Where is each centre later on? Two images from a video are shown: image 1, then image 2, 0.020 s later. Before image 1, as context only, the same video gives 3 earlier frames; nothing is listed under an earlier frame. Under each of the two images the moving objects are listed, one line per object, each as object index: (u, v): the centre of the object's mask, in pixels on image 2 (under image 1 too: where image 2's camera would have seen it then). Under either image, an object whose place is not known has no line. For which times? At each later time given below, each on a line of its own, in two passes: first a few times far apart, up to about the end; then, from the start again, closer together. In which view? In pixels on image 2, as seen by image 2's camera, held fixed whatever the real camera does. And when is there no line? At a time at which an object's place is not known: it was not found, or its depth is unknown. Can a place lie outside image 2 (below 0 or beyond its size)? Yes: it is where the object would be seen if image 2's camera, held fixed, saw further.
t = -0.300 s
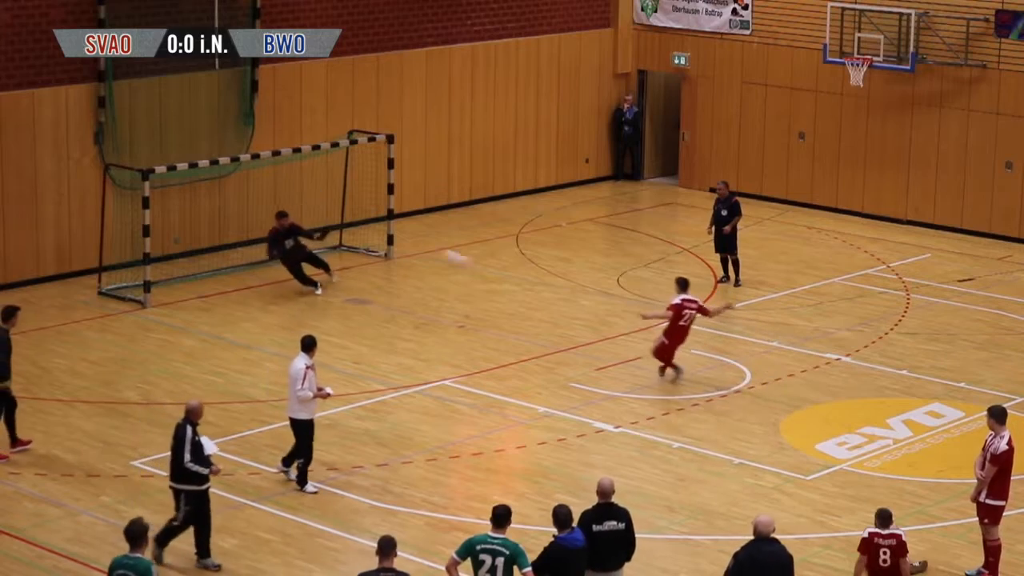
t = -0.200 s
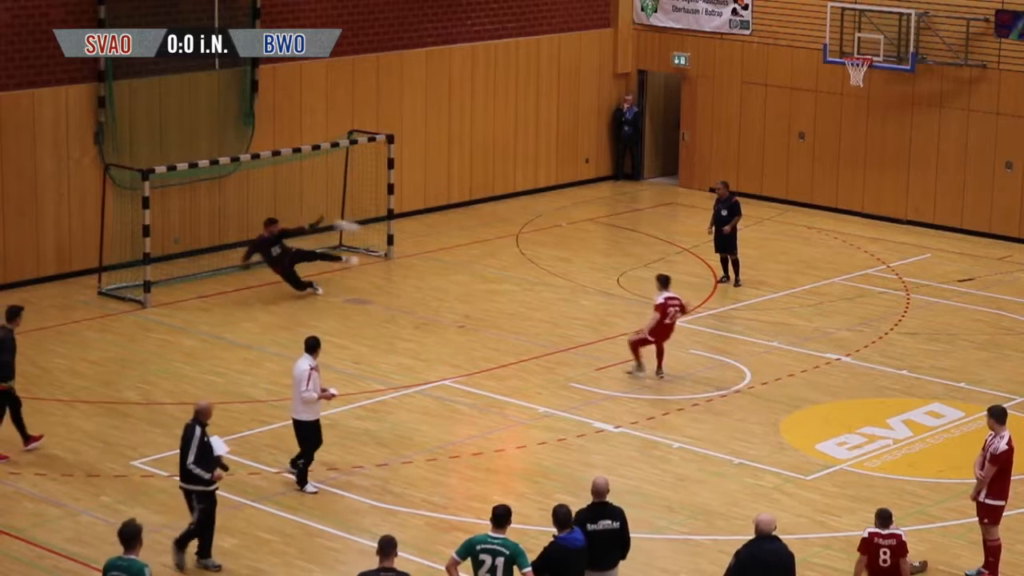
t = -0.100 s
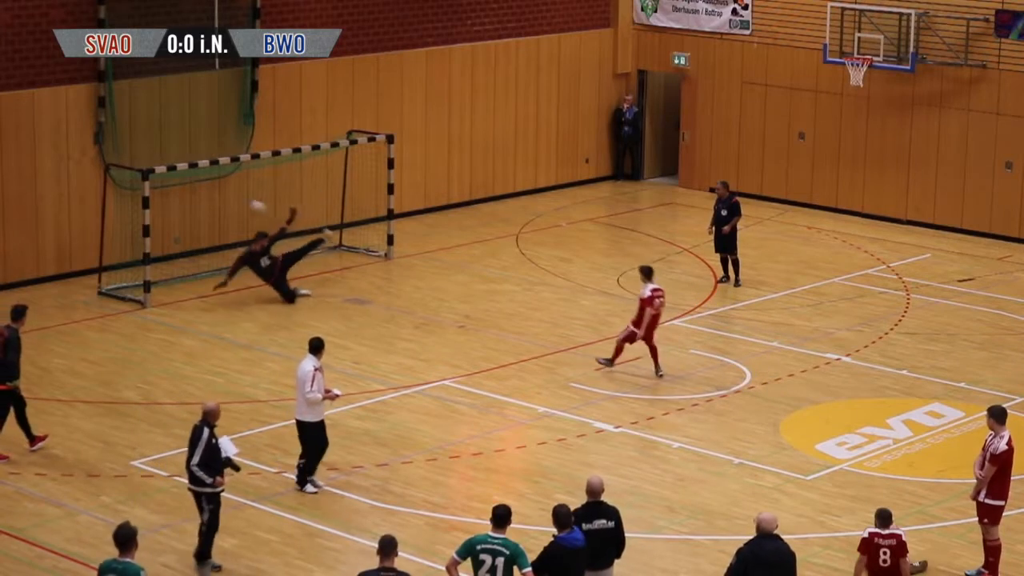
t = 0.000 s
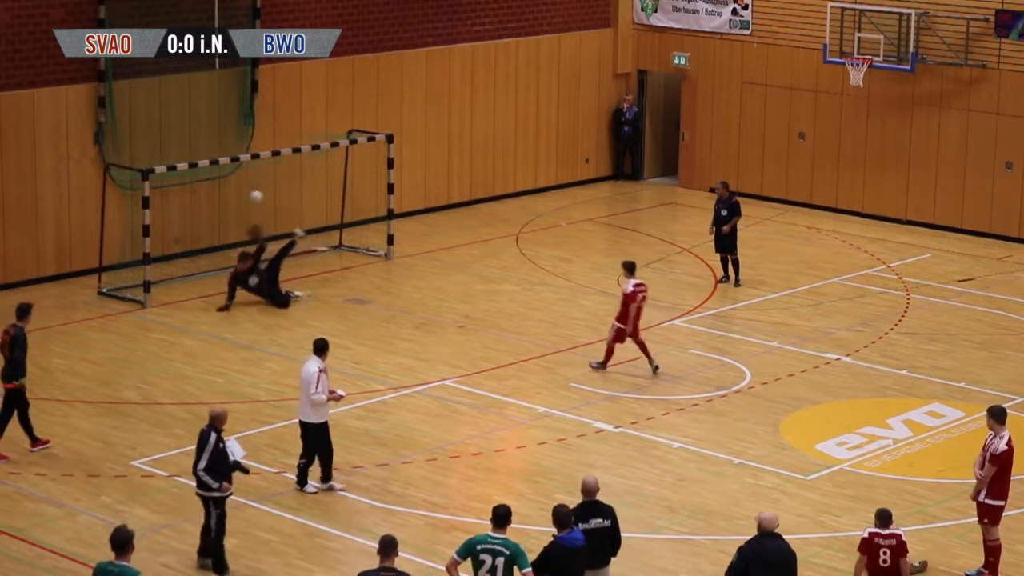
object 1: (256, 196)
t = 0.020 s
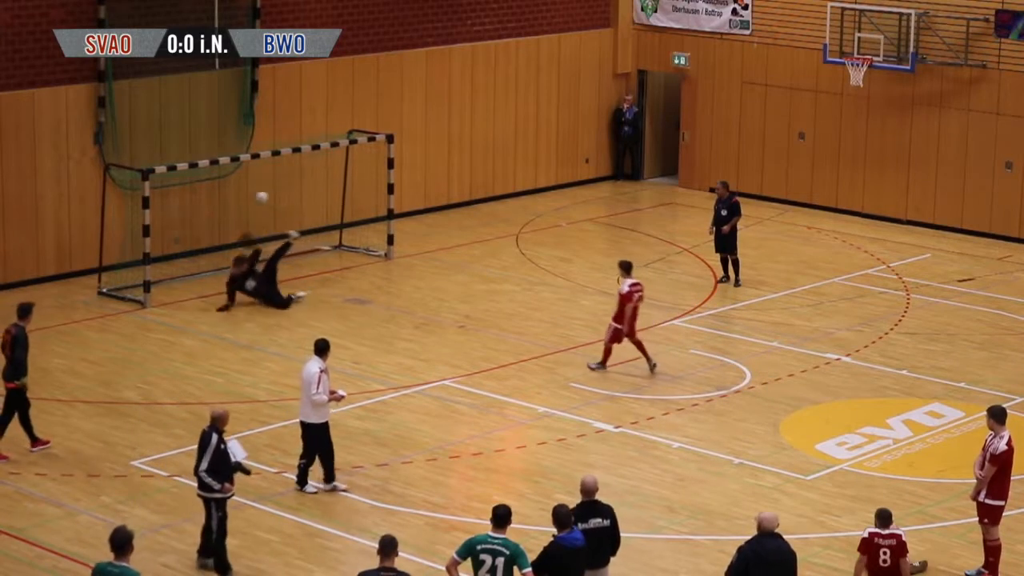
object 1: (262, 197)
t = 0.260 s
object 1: (326, 227)
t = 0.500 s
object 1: (383, 246)
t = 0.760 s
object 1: (432, 233)
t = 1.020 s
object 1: (482, 261)
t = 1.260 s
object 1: (527, 261)
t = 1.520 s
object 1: (575, 271)
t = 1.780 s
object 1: (624, 281)
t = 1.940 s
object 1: (653, 284)
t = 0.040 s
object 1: (267, 198)
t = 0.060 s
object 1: (272, 199)
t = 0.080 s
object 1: (278, 201)
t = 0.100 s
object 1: (284, 203)
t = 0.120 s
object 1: (289, 205)
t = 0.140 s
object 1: (294, 208)
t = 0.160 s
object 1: (300, 211)
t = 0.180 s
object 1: (306, 214)
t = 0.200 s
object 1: (310, 216)
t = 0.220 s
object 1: (316, 219)
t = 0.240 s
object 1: (321, 224)
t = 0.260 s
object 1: (326, 227)
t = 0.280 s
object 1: (332, 230)
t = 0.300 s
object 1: (338, 236)
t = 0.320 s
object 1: (343, 240)
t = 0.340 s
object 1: (349, 245)
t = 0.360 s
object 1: (353, 249)
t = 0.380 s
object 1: (359, 254)
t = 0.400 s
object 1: (364, 260)
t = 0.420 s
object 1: (369, 257)
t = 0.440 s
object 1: (372, 253)
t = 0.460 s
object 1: (377, 250)
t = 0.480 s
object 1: (380, 247)
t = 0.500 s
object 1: (383, 246)
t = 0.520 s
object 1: (388, 243)
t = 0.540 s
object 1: (391, 241)
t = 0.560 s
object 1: (395, 238)
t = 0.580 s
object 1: (399, 237)
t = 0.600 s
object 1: (403, 235)
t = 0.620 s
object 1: (406, 234)
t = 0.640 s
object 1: (410, 234)
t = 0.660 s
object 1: (414, 233)
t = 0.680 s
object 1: (417, 233)
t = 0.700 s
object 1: (421, 232)
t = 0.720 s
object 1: (425, 232)
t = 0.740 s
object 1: (429, 233)
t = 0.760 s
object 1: (432, 233)
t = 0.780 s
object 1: (436, 234)
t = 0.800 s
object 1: (440, 234)
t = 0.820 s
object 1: (444, 236)
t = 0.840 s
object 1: (448, 238)
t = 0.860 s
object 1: (452, 240)
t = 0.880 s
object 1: (455, 241)
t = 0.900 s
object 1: (459, 243)
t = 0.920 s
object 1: (464, 245)
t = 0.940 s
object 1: (467, 248)
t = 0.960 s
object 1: (471, 251)
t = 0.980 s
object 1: (474, 254)
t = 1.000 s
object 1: (479, 257)
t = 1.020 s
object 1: (482, 261)
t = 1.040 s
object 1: (486, 266)
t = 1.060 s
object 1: (490, 270)
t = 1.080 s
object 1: (493, 277)
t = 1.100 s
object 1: (497, 276)
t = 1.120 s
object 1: (500, 274)
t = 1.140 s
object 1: (503, 272)
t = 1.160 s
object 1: (505, 268)
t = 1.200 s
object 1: (516, 263)
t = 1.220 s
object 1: (519, 262)
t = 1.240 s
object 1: (523, 262)
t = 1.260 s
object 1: (527, 261)
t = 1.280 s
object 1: (531, 261)
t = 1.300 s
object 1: (534, 260)
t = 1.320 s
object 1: (539, 260)
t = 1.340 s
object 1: (542, 260)
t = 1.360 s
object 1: (545, 261)
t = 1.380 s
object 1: (550, 261)
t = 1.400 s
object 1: (553, 261)
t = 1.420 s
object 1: (557, 262)
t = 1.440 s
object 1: (561, 264)
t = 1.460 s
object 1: (565, 266)
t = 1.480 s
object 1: (568, 268)
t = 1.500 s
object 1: (571, 269)
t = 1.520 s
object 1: (575, 271)
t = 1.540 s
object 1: (580, 273)
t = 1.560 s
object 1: (583, 276)
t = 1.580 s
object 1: (587, 279)
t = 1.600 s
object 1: (590, 282)
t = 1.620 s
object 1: (595, 286)
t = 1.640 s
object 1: (598, 292)
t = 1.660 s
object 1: (602, 290)
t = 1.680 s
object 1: (606, 288)
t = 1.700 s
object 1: (608, 286)
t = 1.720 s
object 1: (613, 283)
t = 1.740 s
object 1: (616, 283)
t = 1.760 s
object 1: (621, 282)
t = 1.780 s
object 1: (624, 281)
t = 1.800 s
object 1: (626, 280)
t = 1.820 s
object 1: (631, 280)
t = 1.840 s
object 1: (635, 279)
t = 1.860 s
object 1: (641, 279)
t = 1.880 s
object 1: (644, 281)
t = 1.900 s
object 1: (647, 282)
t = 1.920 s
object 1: (650, 283)
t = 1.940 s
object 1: (653, 284)
